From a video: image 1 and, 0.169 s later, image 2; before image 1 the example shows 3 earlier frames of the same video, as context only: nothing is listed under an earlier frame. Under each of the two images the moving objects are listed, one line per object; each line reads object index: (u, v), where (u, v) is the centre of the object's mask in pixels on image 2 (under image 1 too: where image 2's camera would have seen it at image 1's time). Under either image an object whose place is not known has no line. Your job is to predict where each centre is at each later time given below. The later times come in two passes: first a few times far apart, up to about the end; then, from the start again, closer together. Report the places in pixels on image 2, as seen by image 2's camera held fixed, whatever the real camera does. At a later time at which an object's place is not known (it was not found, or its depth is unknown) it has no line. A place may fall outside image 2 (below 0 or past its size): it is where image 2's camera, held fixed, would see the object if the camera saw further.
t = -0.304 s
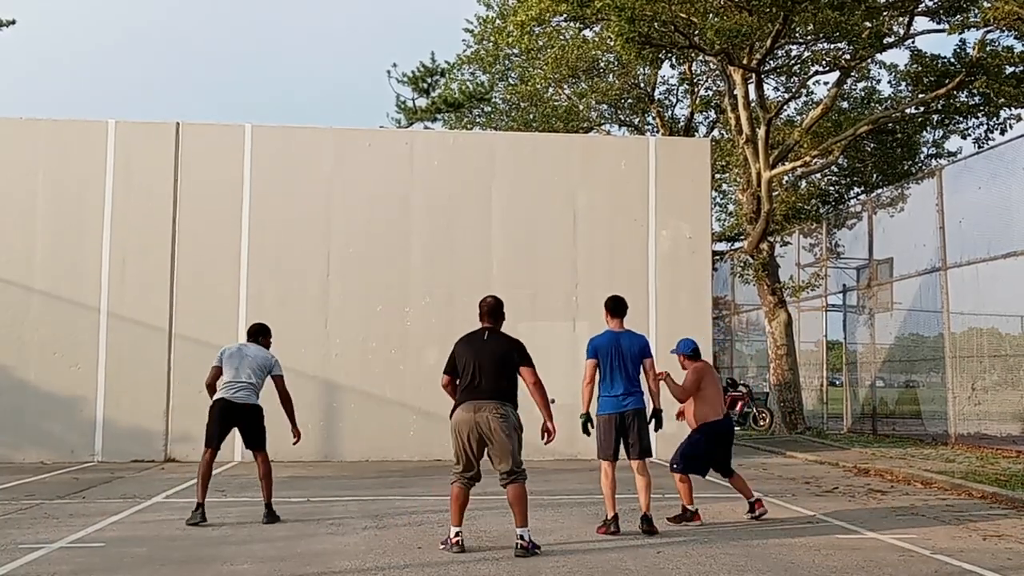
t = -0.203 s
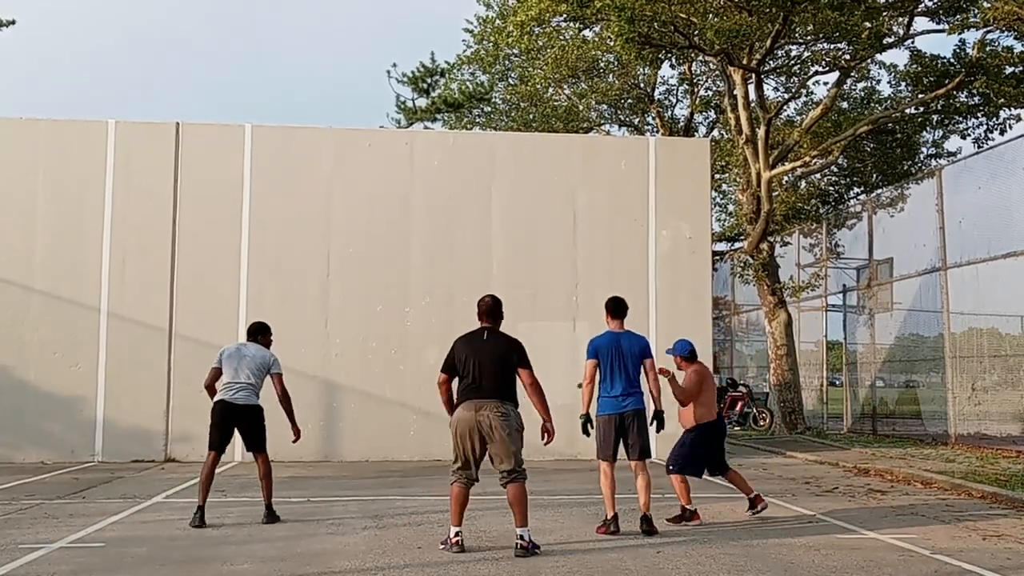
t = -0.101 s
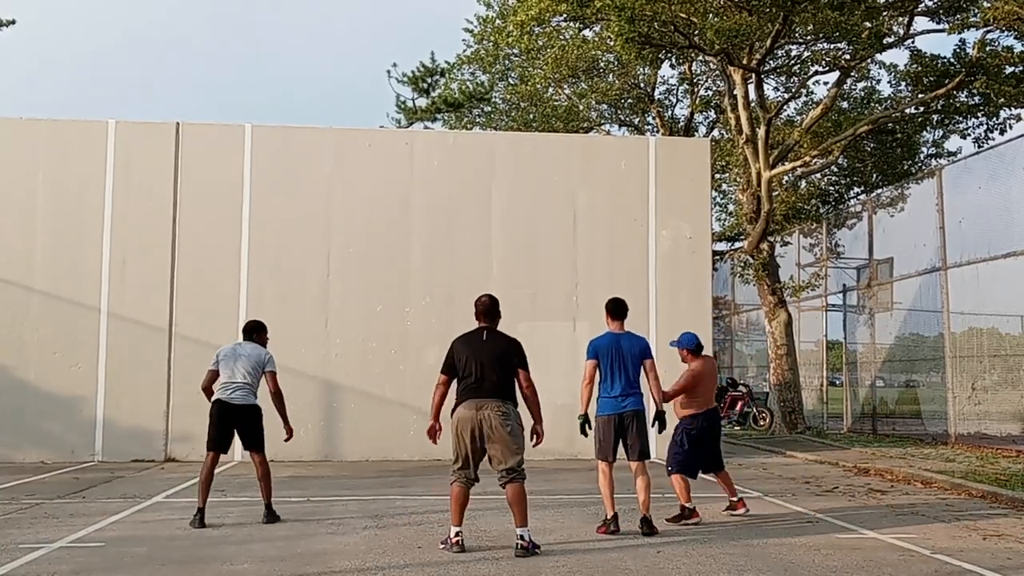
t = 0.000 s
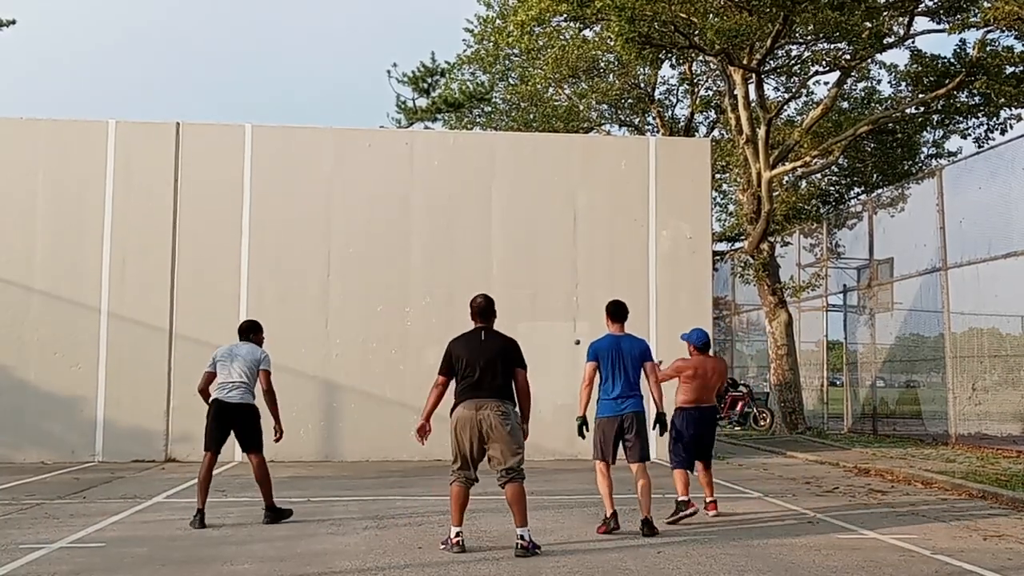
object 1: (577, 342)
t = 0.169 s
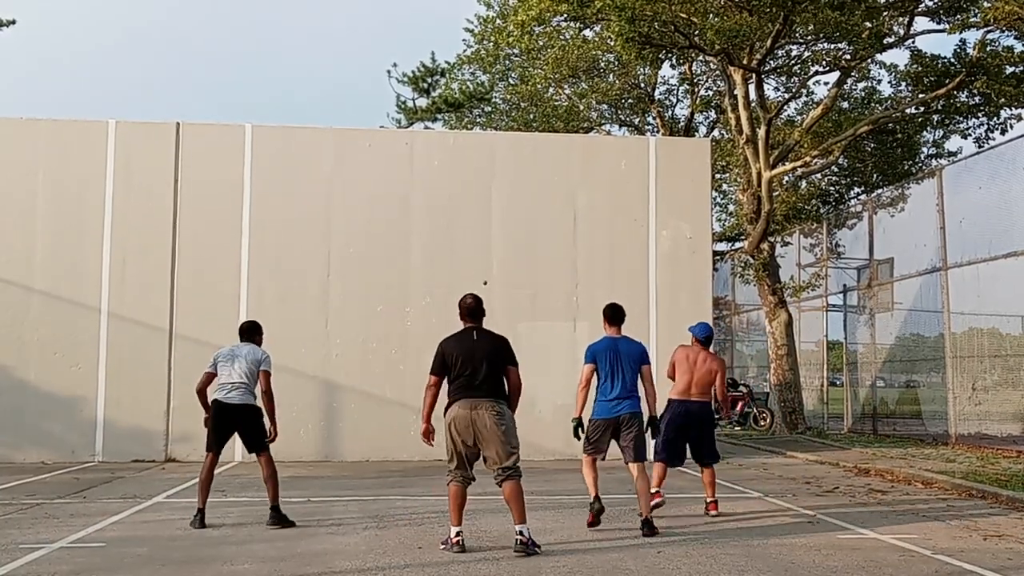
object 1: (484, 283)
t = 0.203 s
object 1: (470, 276)
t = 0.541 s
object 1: (376, 258)
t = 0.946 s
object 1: (303, 317)
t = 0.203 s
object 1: (470, 276)
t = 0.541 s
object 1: (376, 258)
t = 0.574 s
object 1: (372, 257)
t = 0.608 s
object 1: (367, 257)
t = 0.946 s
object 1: (303, 317)
